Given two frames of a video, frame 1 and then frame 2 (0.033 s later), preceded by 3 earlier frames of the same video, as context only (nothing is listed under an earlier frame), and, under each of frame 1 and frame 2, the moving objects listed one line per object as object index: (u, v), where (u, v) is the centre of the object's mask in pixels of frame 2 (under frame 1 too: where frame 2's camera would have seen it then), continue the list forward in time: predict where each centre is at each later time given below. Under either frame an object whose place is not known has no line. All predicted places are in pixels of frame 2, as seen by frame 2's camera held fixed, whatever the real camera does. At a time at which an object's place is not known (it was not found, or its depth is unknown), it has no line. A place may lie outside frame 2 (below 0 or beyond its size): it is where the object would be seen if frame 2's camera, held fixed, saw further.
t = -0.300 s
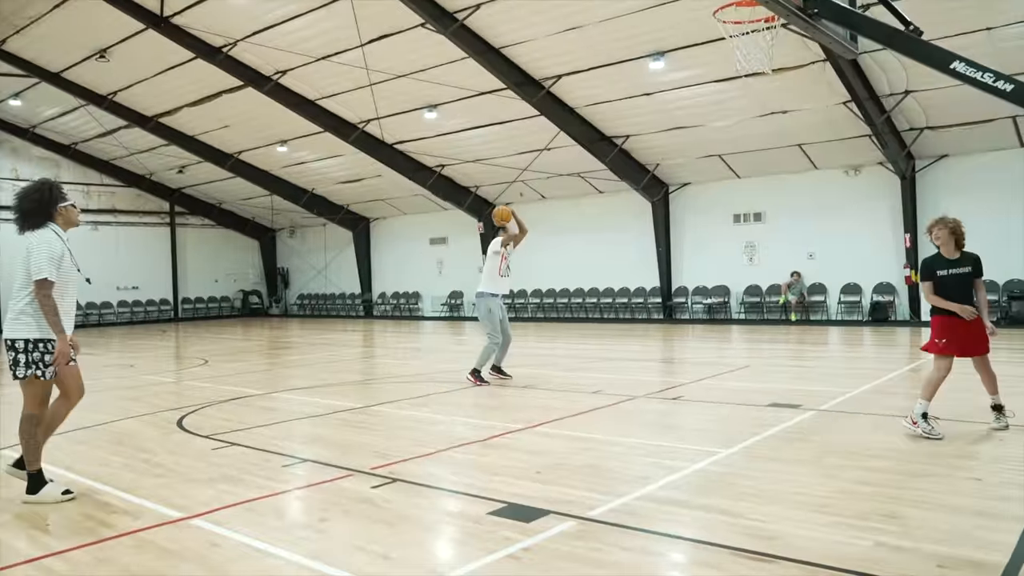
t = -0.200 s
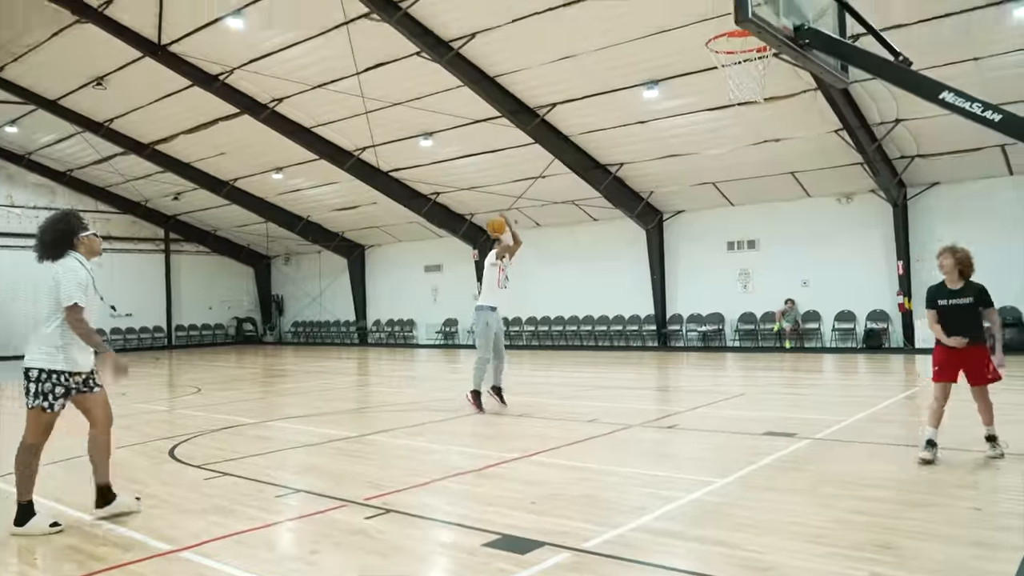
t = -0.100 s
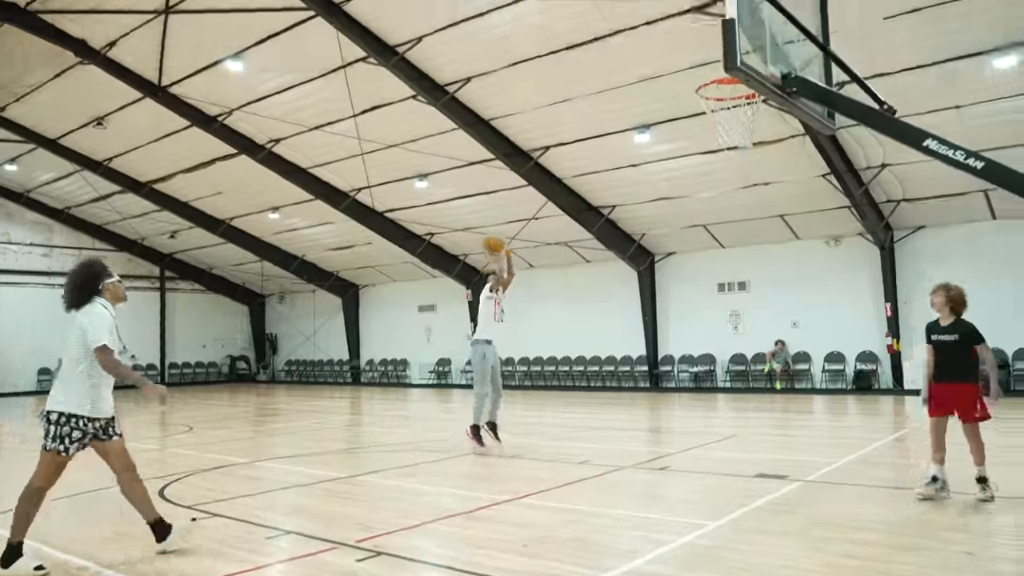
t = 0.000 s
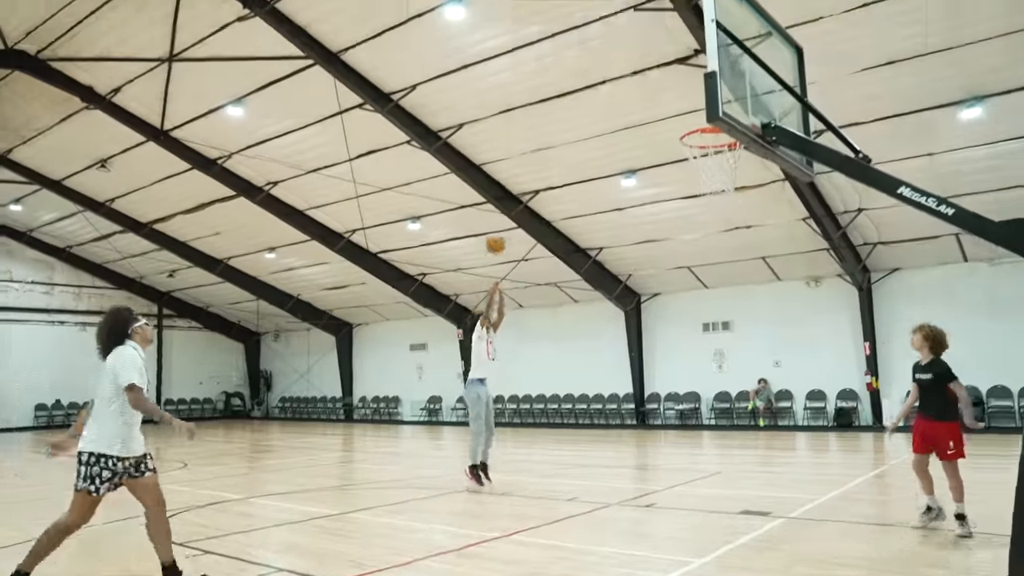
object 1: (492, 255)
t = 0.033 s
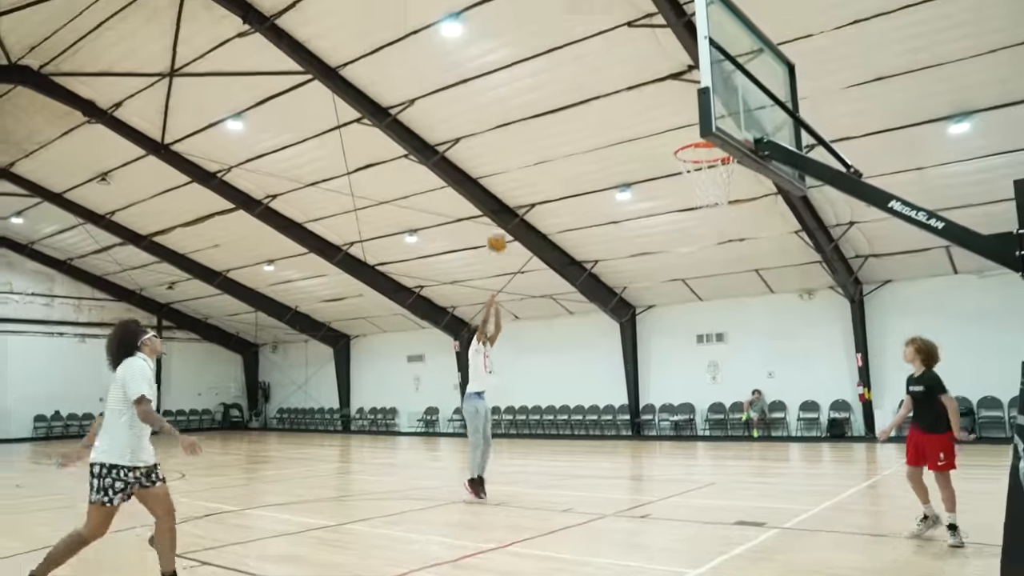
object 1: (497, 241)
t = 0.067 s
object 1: (501, 230)
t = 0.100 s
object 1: (506, 219)
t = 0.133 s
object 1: (510, 209)
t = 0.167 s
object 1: (515, 200)
